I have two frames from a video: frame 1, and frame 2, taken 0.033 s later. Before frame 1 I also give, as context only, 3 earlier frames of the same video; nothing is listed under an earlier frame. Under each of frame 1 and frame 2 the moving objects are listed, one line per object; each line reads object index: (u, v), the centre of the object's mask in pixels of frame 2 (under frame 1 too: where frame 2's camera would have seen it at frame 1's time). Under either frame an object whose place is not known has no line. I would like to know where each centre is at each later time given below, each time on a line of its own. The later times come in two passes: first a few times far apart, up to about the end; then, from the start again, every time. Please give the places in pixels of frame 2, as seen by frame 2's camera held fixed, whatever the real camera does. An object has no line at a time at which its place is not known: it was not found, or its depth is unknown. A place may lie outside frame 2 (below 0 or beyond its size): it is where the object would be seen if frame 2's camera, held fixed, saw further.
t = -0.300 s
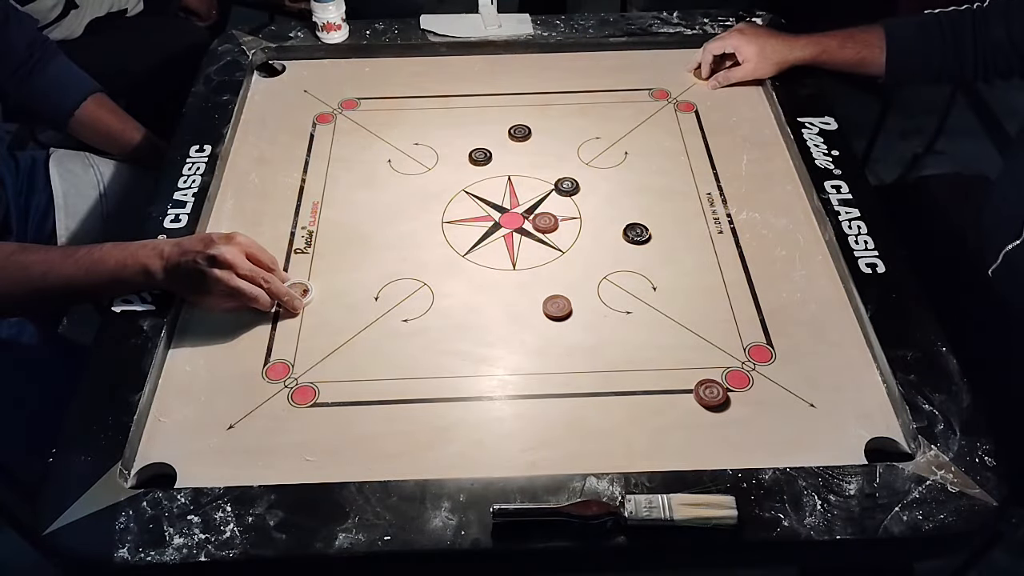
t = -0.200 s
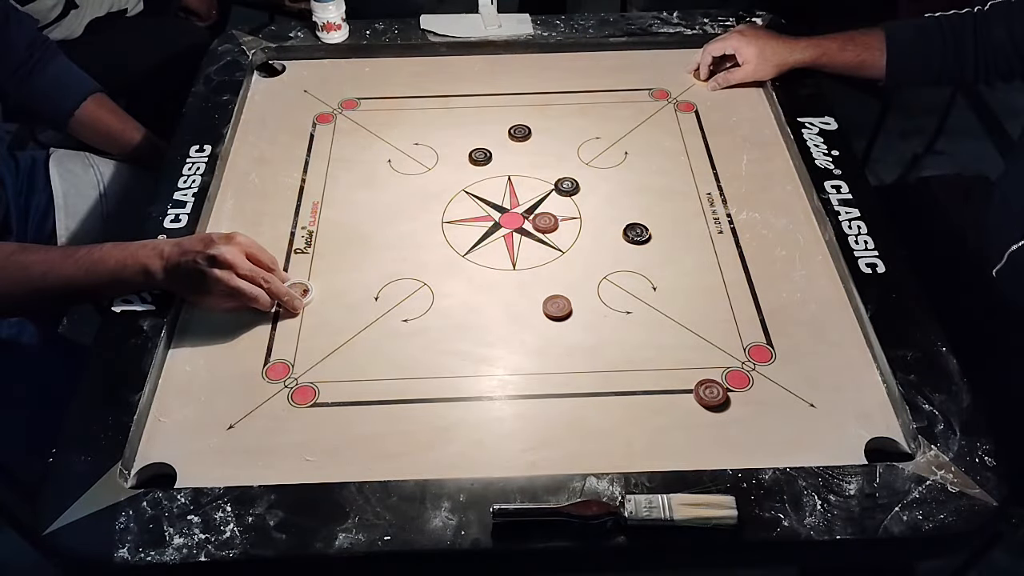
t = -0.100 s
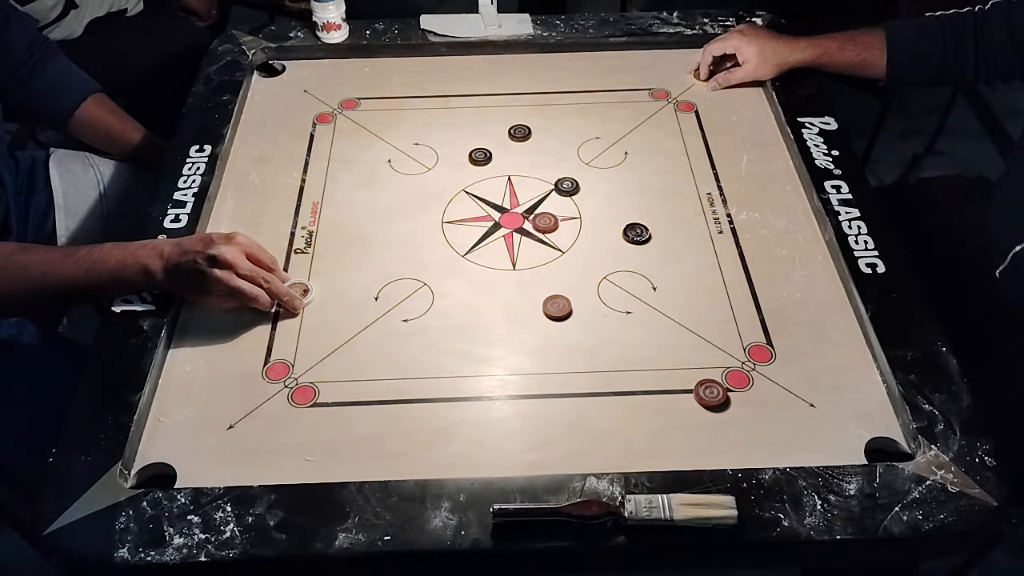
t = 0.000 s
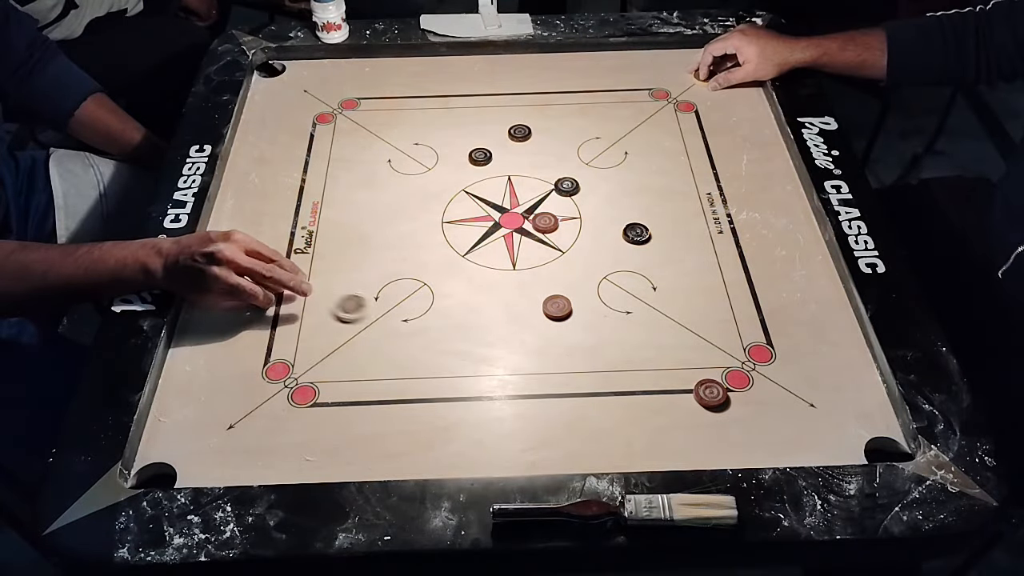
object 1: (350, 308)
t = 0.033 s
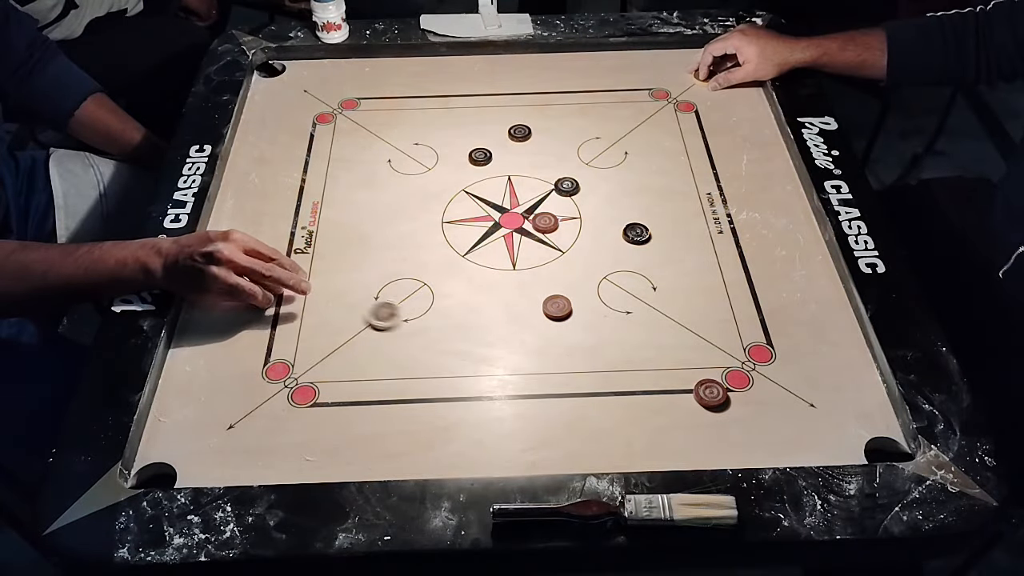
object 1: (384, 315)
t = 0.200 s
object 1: (541, 351)
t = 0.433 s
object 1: (704, 379)
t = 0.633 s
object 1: (749, 378)
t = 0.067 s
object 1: (416, 323)
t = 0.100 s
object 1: (449, 330)
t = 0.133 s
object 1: (480, 336)
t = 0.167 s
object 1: (510, 344)
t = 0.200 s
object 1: (541, 351)
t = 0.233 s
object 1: (571, 357)
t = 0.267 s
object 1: (600, 363)
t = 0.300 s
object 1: (628, 370)
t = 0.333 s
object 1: (655, 375)
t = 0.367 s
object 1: (679, 379)
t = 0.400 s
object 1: (692, 379)
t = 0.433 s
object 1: (704, 379)
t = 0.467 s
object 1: (716, 379)
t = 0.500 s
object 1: (726, 379)
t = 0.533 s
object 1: (733, 379)
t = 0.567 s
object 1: (740, 379)
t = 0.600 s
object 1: (744, 379)
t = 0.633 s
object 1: (749, 378)
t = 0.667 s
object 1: (753, 378)
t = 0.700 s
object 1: (755, 378)
